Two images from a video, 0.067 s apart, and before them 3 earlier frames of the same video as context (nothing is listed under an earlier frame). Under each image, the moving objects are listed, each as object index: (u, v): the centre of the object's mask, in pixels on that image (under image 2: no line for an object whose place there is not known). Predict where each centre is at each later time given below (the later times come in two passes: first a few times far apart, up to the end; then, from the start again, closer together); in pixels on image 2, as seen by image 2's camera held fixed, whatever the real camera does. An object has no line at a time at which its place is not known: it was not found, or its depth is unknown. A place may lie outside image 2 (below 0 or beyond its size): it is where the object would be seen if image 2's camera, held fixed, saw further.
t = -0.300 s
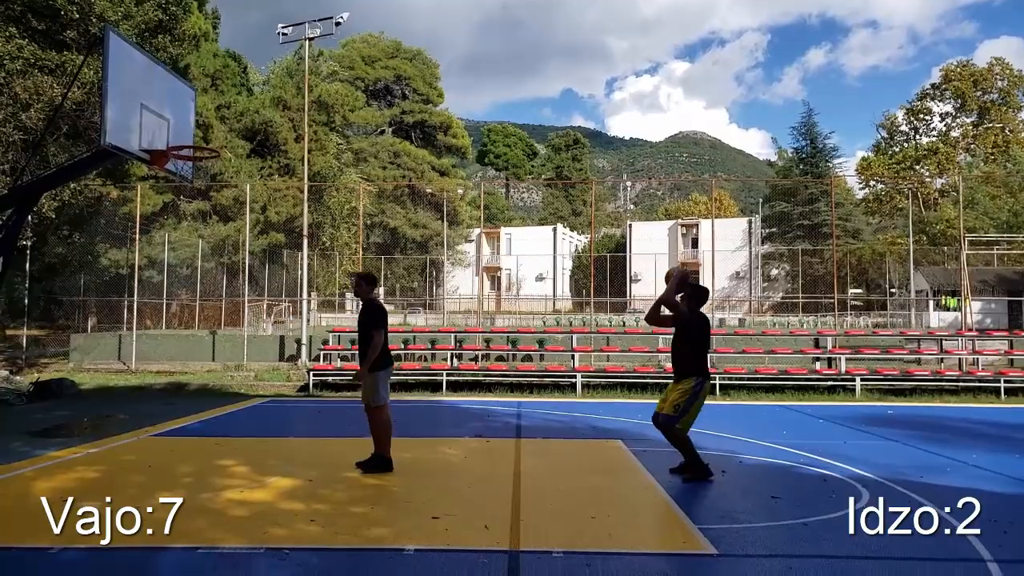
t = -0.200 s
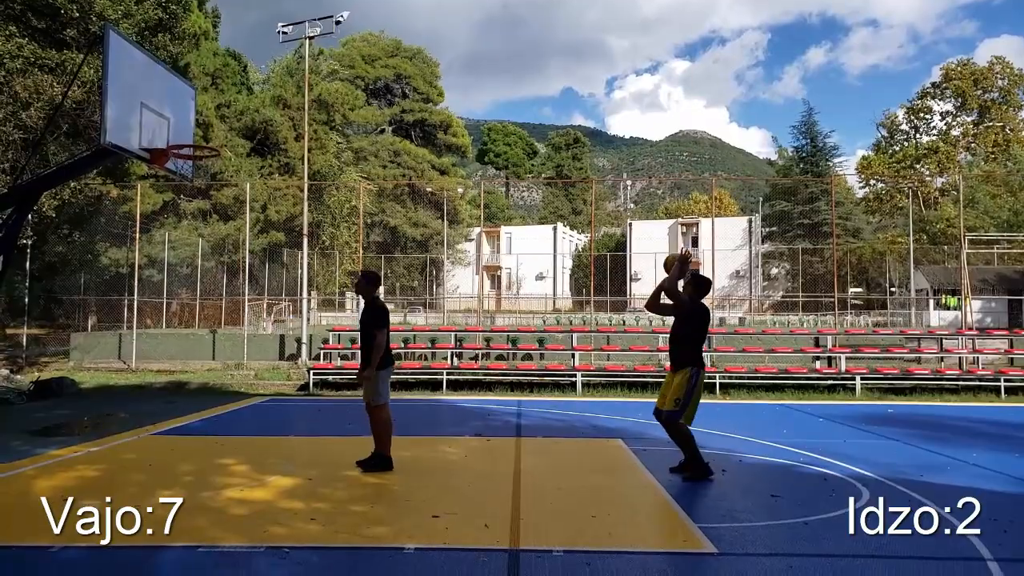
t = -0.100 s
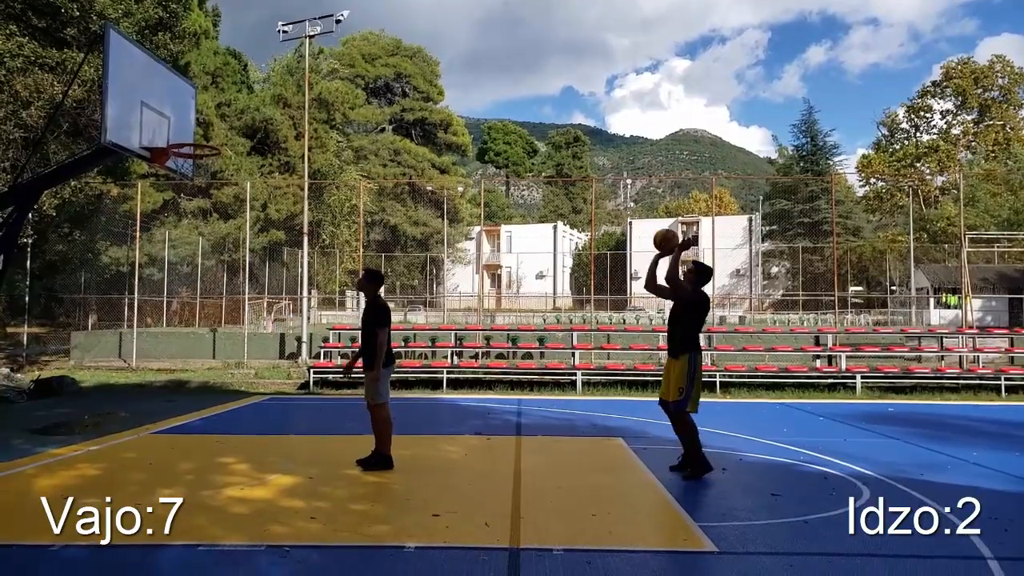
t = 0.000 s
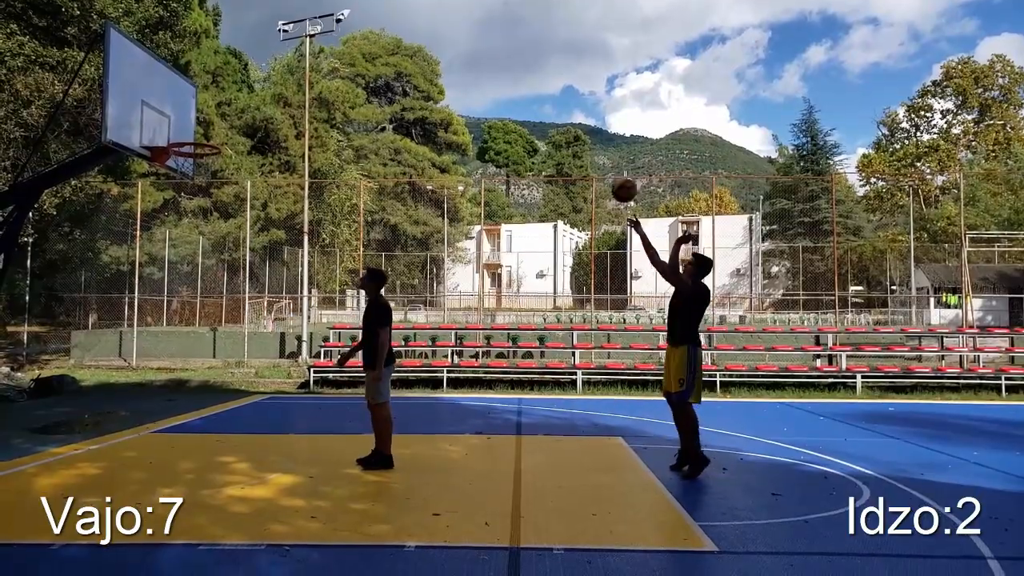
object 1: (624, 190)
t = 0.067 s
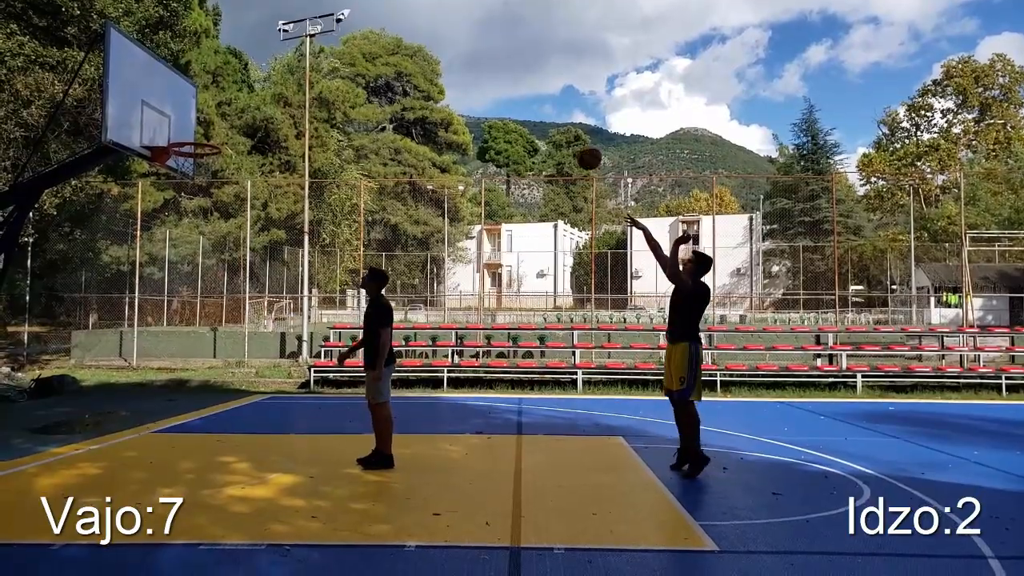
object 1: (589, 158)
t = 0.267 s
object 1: (484, 87)
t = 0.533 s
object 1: (346, 57)
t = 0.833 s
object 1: (191, 108)
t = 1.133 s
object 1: (180, 187)
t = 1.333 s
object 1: (141, 263)
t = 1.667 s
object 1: (66, 455)
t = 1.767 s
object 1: (45, 394)
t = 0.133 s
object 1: (554, 130)
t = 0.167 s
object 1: (536, 117)
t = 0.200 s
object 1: (519, 106)
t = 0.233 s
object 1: (502, 96)
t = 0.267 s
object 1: (484, 87)
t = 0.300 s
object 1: (467, 80)
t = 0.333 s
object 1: (449, 73)
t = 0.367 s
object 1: (432, 68)
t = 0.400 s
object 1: (415, 63)
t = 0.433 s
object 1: (397, 61)
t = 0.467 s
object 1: (380, 59)
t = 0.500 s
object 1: (363, 57)
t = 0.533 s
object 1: (346, 57)
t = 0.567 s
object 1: (328, 59)
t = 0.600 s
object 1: (311, 61)
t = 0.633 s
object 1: (294, 64)
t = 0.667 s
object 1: (277, 69)
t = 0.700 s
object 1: (260, 74)
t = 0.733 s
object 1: (243, 82)
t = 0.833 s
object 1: (191, 108)
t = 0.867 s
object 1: (174, 119)
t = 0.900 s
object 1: (177, 129)
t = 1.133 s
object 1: (180, 187)
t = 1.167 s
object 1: (174, 196)
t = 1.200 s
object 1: (167, 207)
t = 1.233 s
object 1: (162, 220)
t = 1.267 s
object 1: (154, 234)
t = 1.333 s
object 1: (141, 263)
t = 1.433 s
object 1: (119, 319)
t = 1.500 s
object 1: (105, 365)
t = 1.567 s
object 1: (89, 416)
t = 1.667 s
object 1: (66, 455)
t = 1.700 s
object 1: (60, 433)
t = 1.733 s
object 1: (53, 413)
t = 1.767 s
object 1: (45, 394)
